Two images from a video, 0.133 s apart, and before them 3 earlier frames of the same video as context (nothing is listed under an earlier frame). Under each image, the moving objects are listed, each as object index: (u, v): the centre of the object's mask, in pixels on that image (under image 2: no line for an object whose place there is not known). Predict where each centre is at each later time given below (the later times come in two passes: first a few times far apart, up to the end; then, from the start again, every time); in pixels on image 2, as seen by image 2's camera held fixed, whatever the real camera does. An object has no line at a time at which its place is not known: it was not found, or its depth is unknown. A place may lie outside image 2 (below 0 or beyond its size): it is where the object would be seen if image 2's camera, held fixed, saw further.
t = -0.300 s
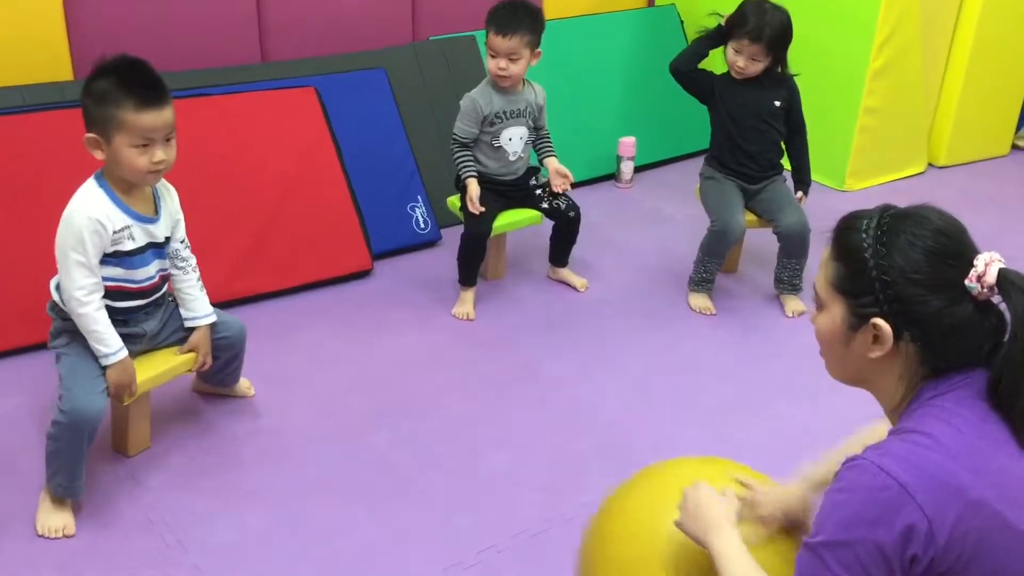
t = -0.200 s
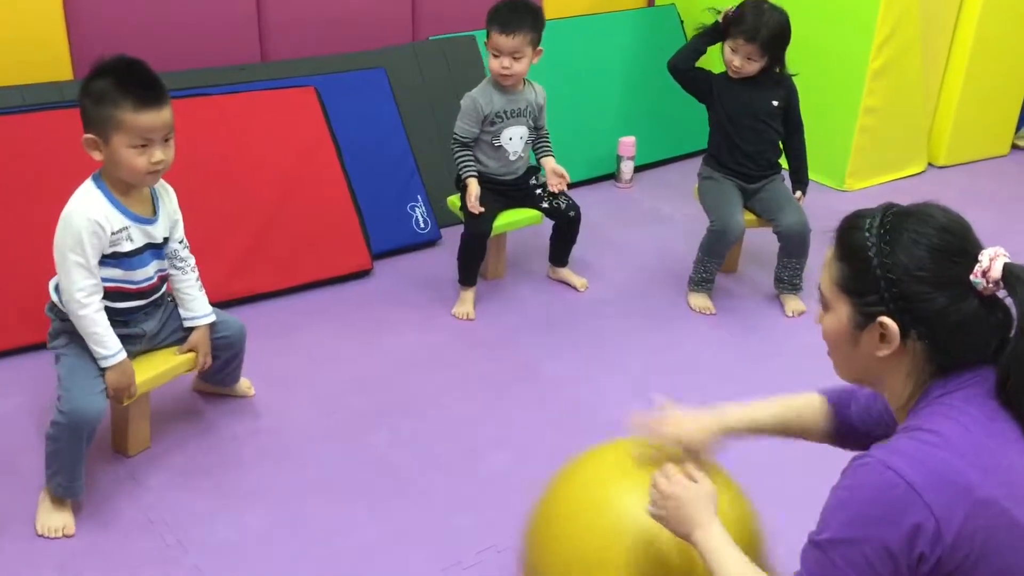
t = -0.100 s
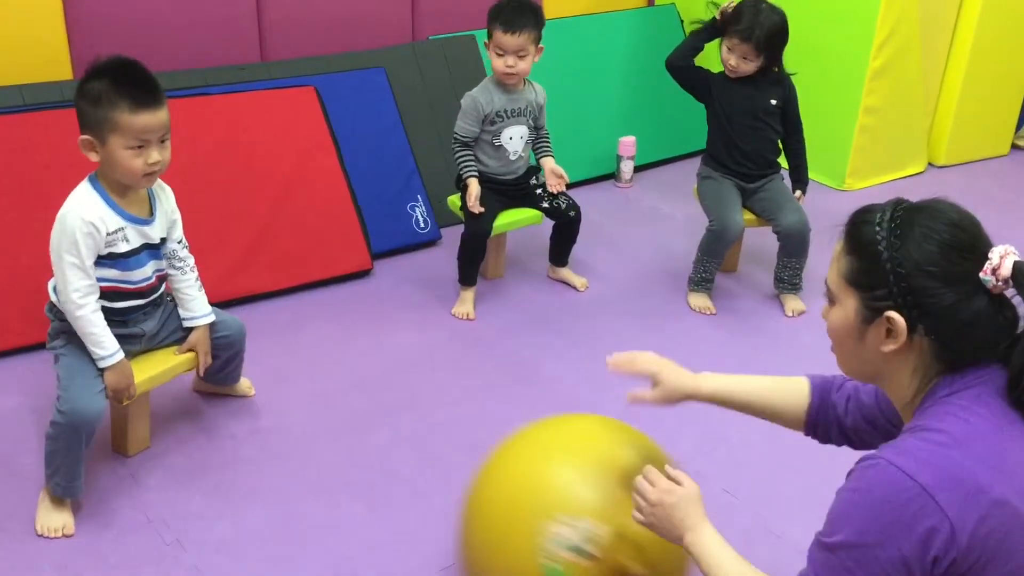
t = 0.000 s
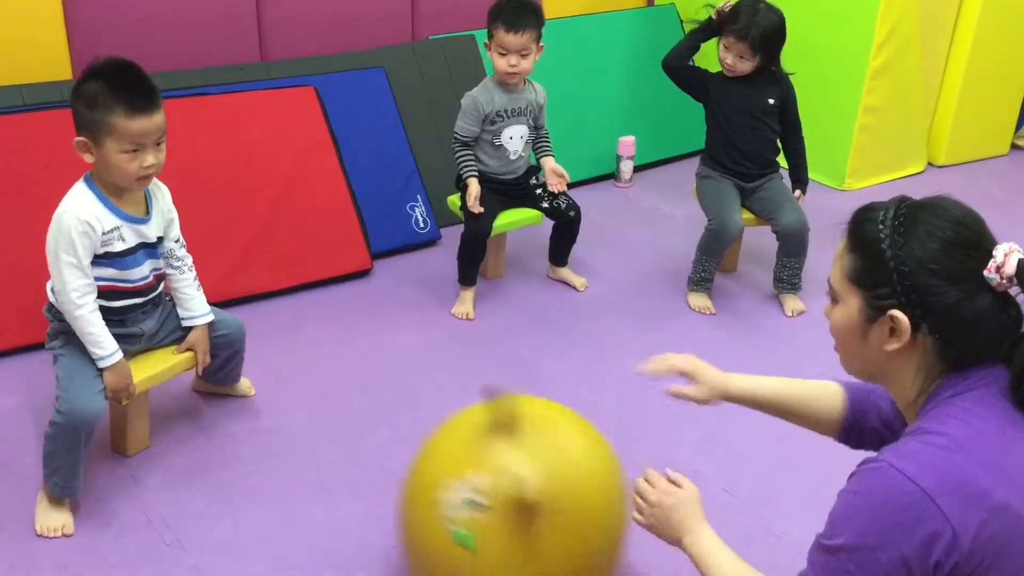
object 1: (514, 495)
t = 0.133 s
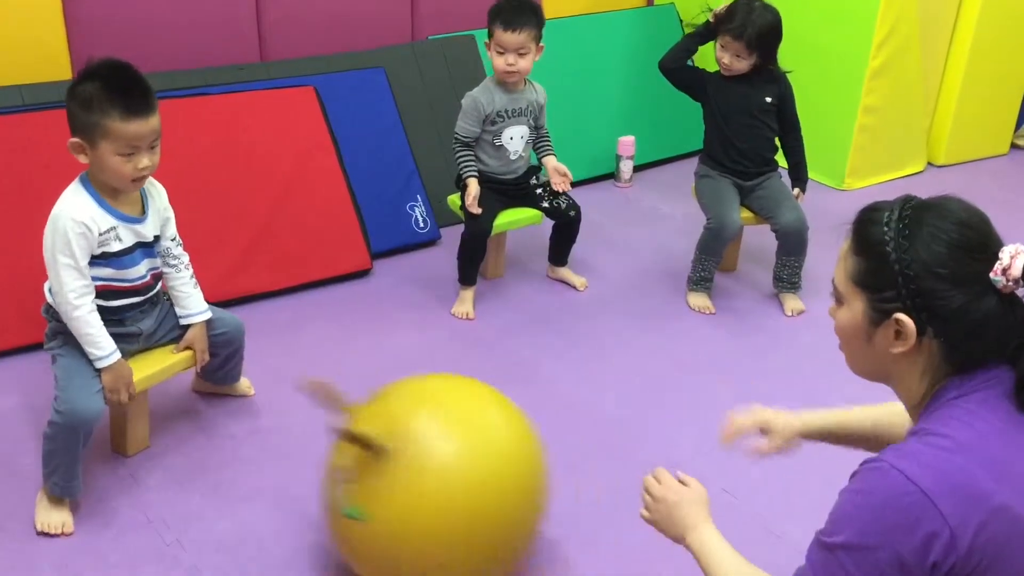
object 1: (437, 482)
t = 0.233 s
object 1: (377, 469)
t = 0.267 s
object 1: (356, 464)
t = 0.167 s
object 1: (417, 476)
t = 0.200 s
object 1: (397, 472)
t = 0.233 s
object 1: (377, 469)
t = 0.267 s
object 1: (356, 464)
